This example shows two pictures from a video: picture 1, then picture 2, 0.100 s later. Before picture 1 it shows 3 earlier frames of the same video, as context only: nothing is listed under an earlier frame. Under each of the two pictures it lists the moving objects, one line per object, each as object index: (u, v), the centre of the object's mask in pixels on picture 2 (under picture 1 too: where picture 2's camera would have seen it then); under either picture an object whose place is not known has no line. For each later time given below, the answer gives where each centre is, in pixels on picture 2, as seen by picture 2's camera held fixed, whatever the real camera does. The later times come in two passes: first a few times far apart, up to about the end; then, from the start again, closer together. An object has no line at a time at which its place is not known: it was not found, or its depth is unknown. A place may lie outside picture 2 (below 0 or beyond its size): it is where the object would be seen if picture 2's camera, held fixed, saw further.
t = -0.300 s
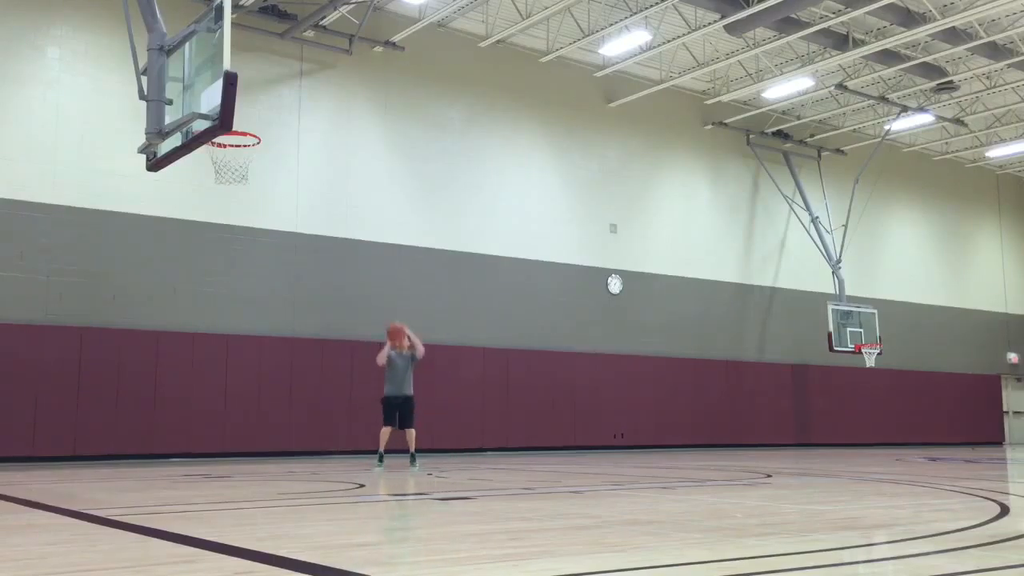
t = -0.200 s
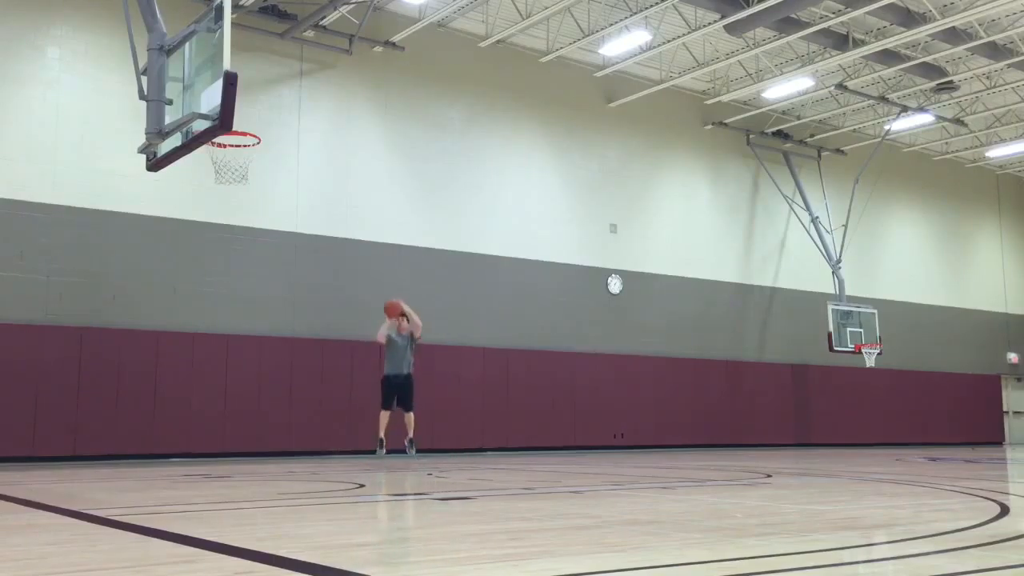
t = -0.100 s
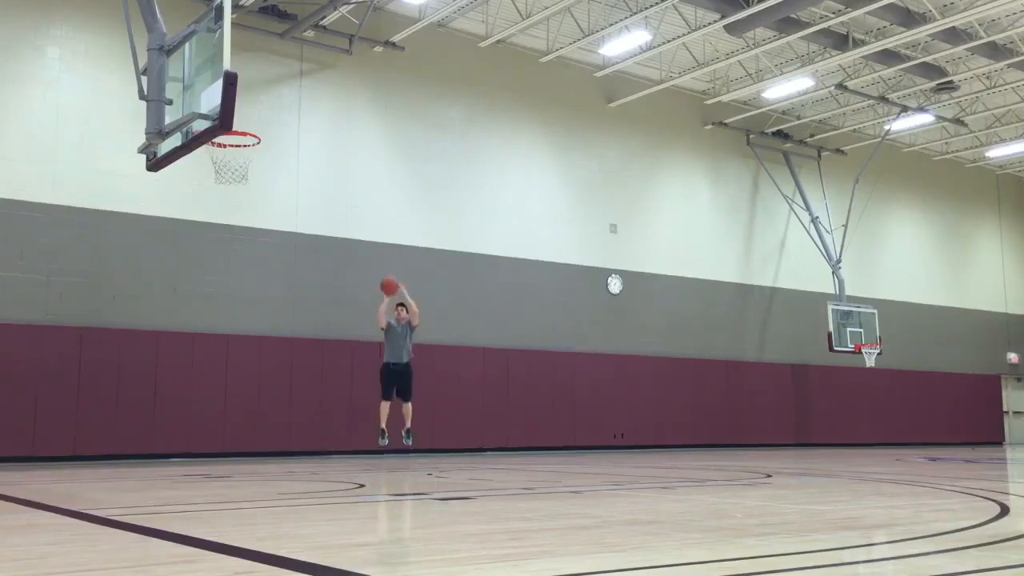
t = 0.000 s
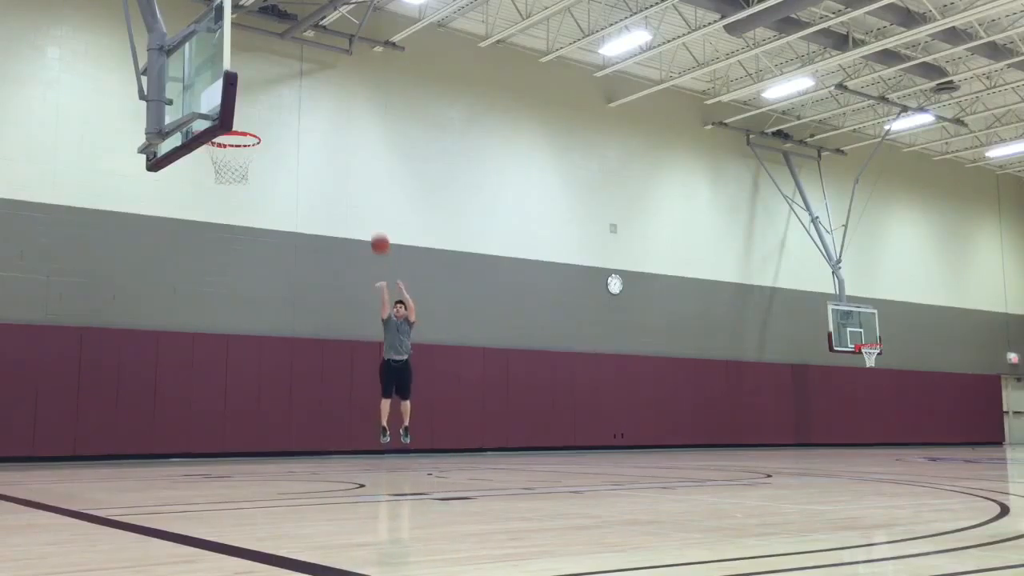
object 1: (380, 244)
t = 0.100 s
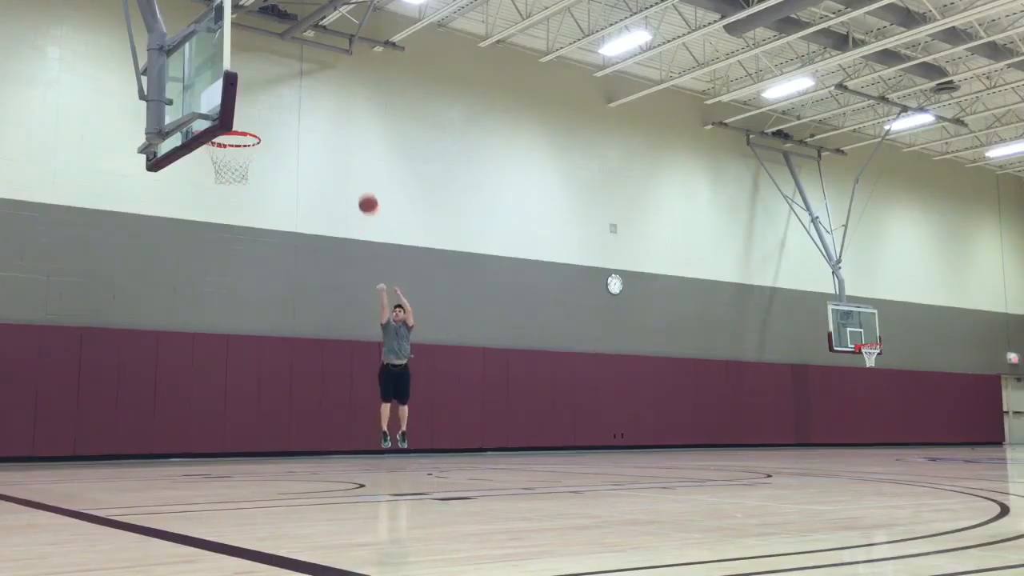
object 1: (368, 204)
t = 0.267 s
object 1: (347, 150)
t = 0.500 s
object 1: (313, 104)
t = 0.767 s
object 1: (264, 105)
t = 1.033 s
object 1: (223, 170)
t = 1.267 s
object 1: (224, 254)
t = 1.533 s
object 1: (220, 425)
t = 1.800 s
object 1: (243, 368)
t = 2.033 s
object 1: (267, 307)
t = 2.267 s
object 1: (285, 305)
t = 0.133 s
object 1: (364, 192)
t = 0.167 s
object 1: (360, 181)
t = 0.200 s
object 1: (355, 170)
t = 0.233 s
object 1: (351, 160)
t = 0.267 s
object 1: (347, 150)
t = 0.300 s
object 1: (342, 142)
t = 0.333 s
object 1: (338, 134)
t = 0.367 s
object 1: (333, 126)
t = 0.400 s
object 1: (328, 120)
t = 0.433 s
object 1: (323, 114)
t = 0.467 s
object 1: (318, 109)
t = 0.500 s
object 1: (313, 104)
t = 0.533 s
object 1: (307, 101)
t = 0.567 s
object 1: (301, 99)
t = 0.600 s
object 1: (296, 97)
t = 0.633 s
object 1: (289, 97)
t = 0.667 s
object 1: (284, 97)
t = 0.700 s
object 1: (277, 99)
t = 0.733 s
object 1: (270, 101)
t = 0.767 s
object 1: (264, 105)
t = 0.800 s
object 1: (257, 110)
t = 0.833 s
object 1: (250, 116)
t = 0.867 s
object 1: (244, 123)
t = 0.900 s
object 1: (236, 135)
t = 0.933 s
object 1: (227, 144)
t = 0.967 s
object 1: (222, 155)
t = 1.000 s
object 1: (222, 163)
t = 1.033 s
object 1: (223, 170)
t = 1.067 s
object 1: (223, 177)
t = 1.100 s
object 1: (223, 186)
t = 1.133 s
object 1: (223, 197)
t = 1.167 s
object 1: (224, 209)
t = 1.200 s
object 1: (224, 223)
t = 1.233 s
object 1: (224, 238)
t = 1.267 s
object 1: (224, 254)
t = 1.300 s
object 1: (224, 270)
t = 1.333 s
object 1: (223, 288)
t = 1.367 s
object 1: (223, 308)
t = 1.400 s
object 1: (222, 328)
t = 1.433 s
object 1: (223, 350)
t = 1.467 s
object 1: (222, 372)
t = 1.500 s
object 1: (221, 397)
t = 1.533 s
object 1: (220, 425)
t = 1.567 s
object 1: (220, 451)
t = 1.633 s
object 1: (224, 451)
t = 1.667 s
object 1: (228, 432)
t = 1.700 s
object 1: (232, 415)
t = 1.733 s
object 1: (236, 397)
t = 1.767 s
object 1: (240, 381)
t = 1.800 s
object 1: (243, 368)
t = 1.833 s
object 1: (247, 355)
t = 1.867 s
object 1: (251, 345)
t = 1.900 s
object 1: (254, 334)
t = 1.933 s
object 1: (257, 325)
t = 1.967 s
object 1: (260, 318)
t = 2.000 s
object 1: (263, 313)
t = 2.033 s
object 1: (267, 307)
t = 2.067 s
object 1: (269, 303)
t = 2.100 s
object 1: (272, 301)
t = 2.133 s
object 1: (275, 300)
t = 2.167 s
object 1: (278, 299)
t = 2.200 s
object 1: (280, 300)
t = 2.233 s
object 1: (283, 302)
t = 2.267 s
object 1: (285, 305)
